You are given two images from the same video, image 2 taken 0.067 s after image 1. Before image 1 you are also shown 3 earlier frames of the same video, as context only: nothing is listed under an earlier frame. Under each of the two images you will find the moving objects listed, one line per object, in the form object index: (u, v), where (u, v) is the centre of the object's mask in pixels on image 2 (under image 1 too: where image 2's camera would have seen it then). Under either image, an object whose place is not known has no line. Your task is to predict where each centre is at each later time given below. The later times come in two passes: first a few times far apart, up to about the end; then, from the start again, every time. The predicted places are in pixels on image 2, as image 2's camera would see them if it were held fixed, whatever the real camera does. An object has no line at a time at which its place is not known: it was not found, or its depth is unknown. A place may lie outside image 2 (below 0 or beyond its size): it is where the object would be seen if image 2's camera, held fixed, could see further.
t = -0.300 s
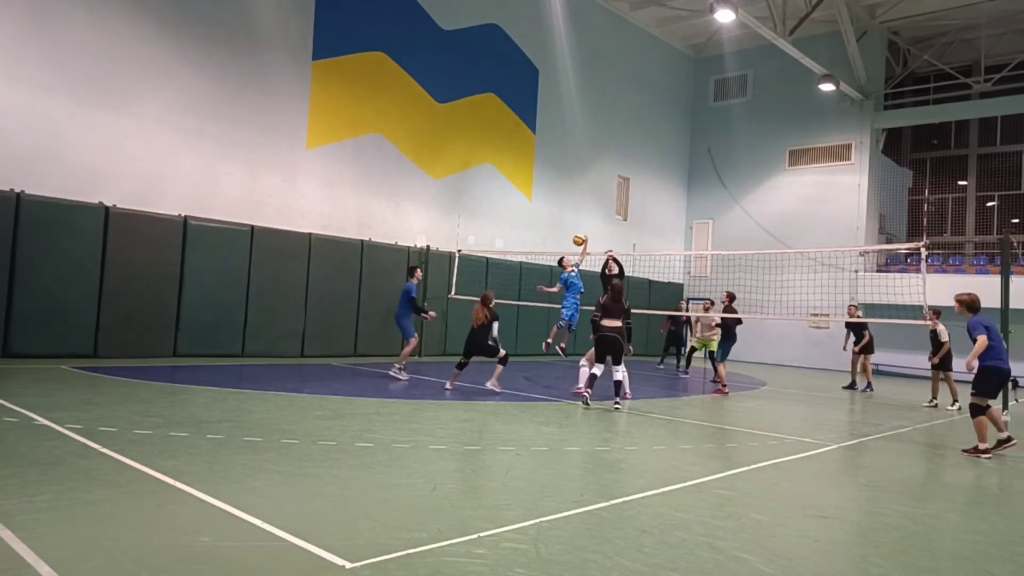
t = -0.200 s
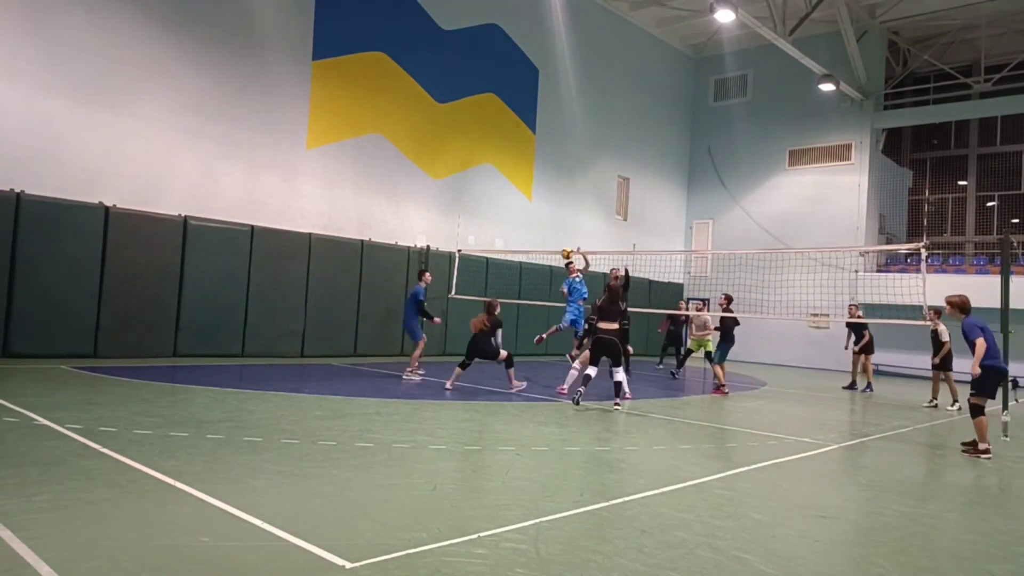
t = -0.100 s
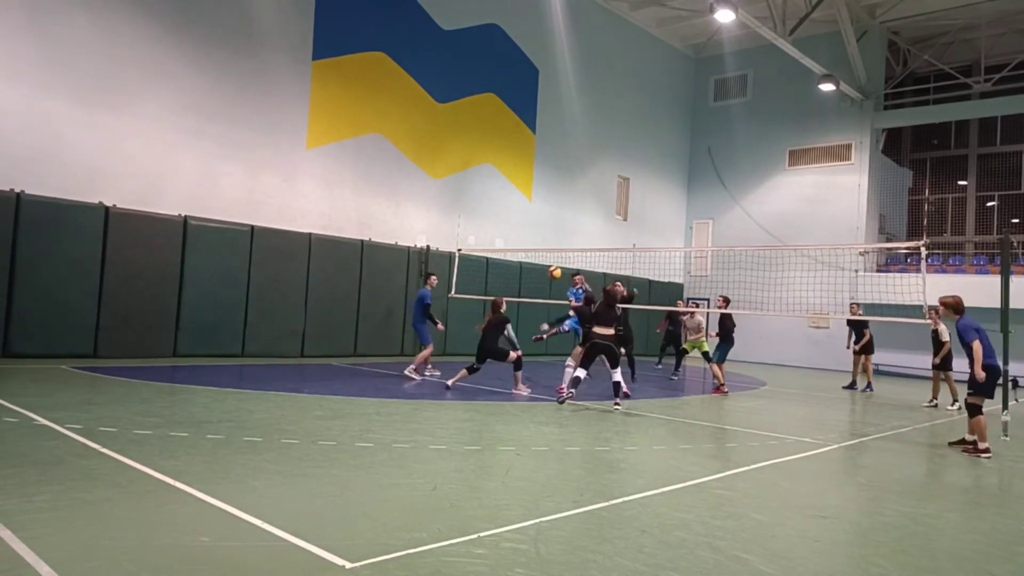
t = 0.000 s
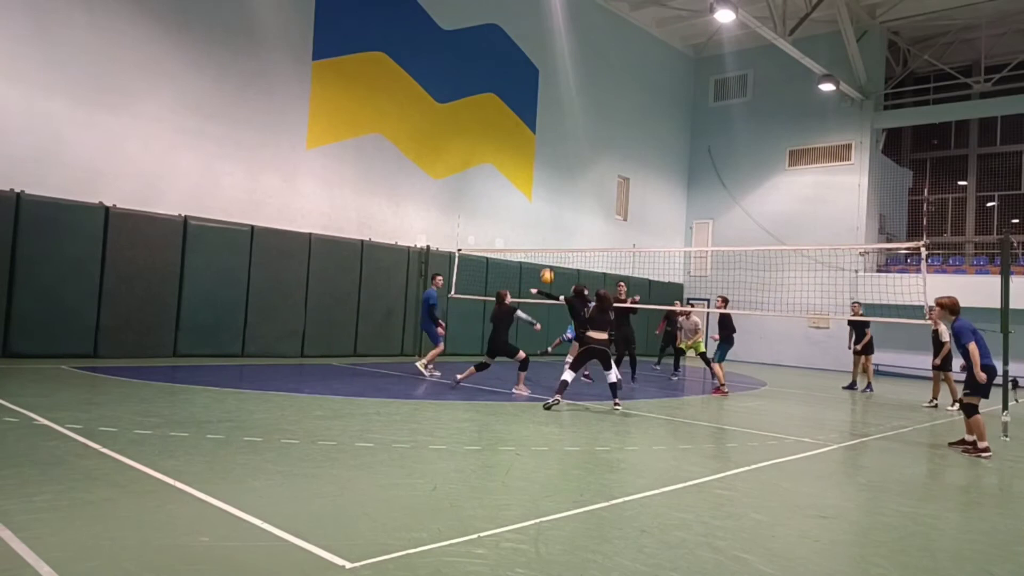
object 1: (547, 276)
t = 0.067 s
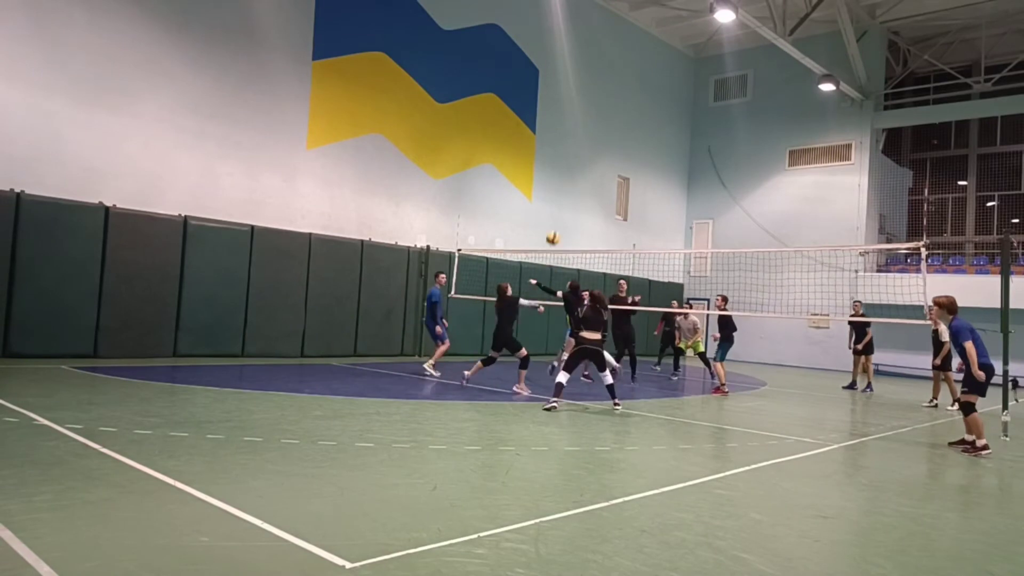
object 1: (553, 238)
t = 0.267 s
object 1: (571, 141)
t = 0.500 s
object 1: (591, 61)
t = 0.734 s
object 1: (609, 17)
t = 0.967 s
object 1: (626, 7)
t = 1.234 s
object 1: (644, 43)
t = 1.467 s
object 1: (657, 117)
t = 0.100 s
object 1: (555, 221)
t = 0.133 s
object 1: (559, 204)
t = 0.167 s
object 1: (562, 186)
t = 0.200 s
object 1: (565, 170)
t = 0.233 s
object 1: (568, 156)
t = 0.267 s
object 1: (571, 141)
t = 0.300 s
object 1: (574, 128)
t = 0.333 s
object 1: (577, 114)
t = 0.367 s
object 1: (580, 103)
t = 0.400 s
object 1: (582, 91)
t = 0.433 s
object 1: (585, 81)
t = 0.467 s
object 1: (588, 71)
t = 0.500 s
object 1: (591, 61)
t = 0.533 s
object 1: (593, 53)
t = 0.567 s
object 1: (596, 45)
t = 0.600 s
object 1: (598, 38)
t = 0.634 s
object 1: (601, 32)
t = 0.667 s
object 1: (604, 26)
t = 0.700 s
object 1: (607, 21)
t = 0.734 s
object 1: (609, 17)
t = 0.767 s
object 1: (612, 13)
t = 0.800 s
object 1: (612, 10)
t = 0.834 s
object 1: (615, 8)
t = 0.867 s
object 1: (619, 7)
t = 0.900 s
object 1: (622, 7)
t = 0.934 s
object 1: (623, 6)
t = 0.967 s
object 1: (626, 7)
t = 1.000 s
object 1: (628, 9)
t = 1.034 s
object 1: (631, 12)
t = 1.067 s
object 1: (633, 14)
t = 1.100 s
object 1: (636, 19)
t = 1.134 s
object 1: (637, 24)
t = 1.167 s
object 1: (640, 29)
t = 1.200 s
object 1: (642, 35)
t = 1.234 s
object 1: (644, 43)
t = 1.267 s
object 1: (646, 51)
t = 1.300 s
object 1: (648, 60)
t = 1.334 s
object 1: (650, 70)
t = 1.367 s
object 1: (652, 80)
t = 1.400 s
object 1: (654, 92)
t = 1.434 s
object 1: (656, 104)
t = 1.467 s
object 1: (657, 117)
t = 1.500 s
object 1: (659, 131)
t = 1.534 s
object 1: (661, 146)
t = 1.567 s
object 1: (662, 161)
